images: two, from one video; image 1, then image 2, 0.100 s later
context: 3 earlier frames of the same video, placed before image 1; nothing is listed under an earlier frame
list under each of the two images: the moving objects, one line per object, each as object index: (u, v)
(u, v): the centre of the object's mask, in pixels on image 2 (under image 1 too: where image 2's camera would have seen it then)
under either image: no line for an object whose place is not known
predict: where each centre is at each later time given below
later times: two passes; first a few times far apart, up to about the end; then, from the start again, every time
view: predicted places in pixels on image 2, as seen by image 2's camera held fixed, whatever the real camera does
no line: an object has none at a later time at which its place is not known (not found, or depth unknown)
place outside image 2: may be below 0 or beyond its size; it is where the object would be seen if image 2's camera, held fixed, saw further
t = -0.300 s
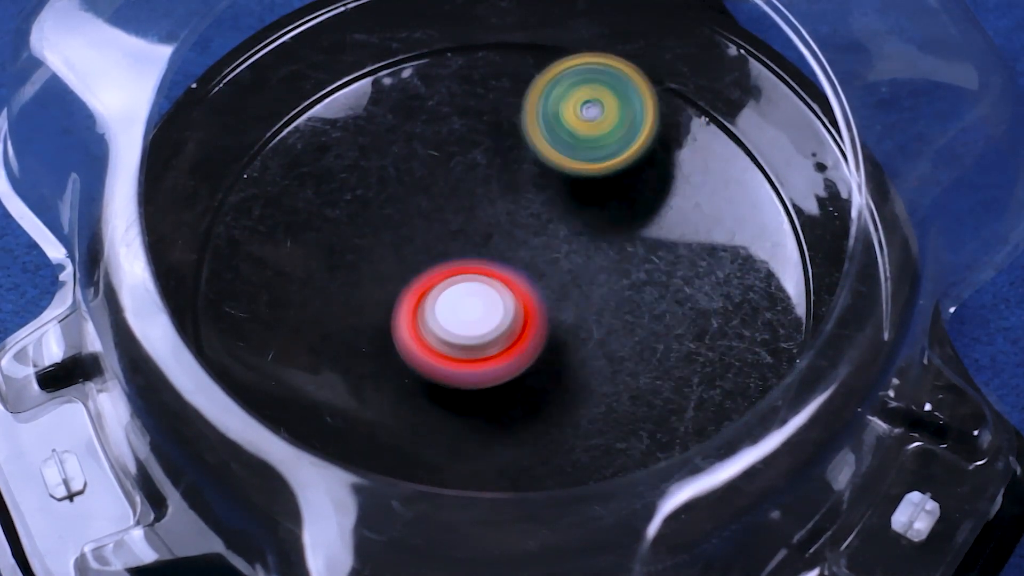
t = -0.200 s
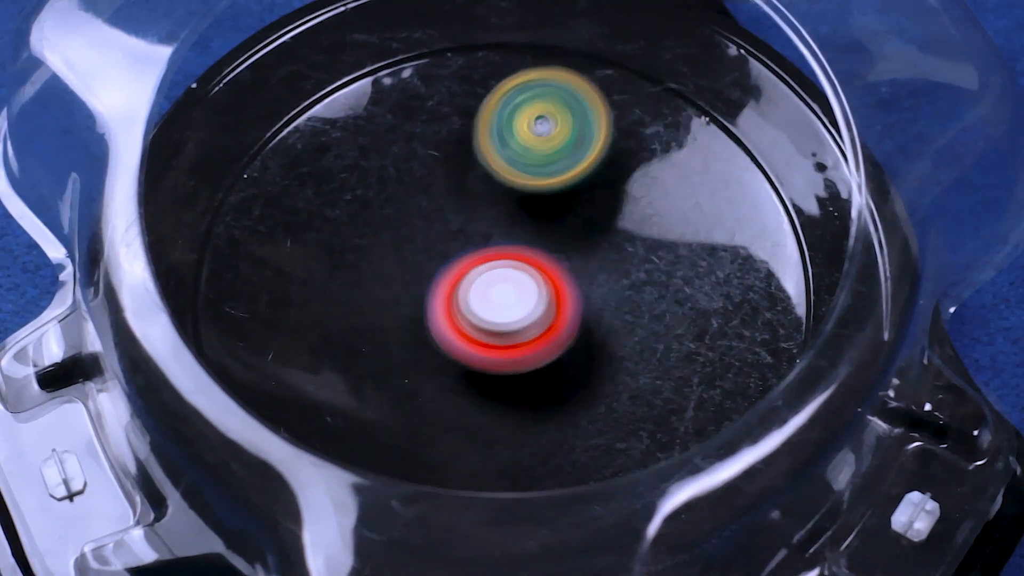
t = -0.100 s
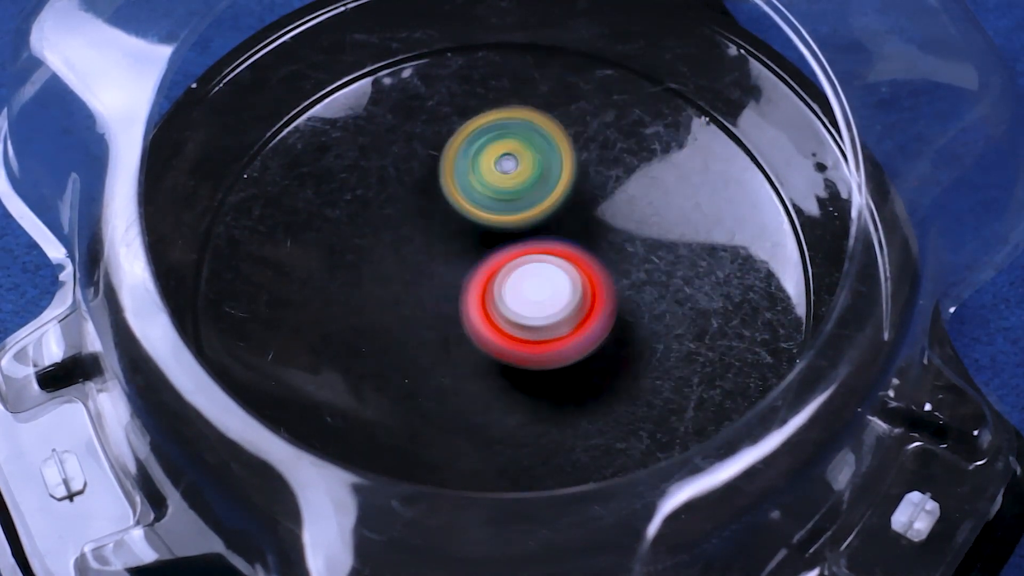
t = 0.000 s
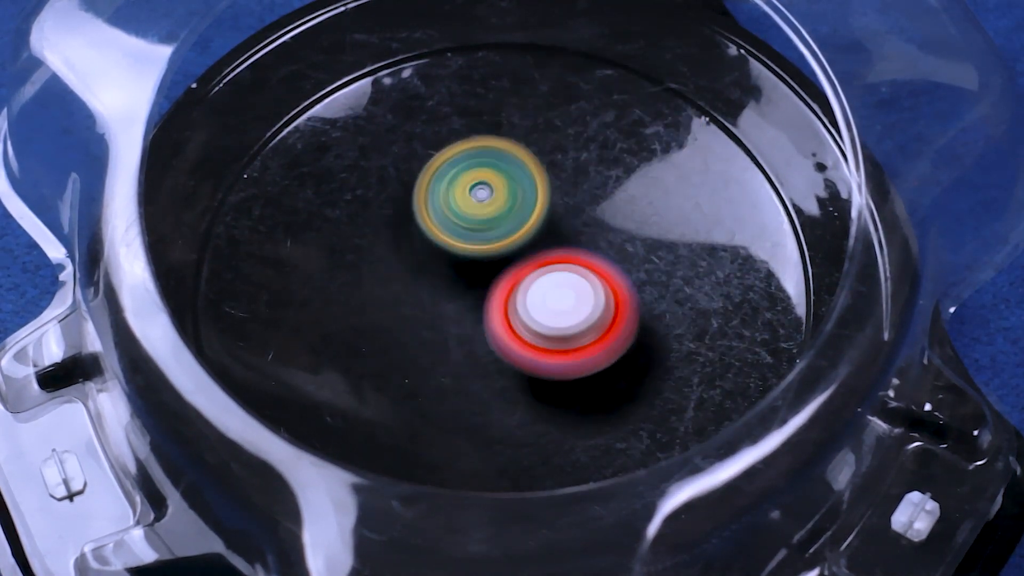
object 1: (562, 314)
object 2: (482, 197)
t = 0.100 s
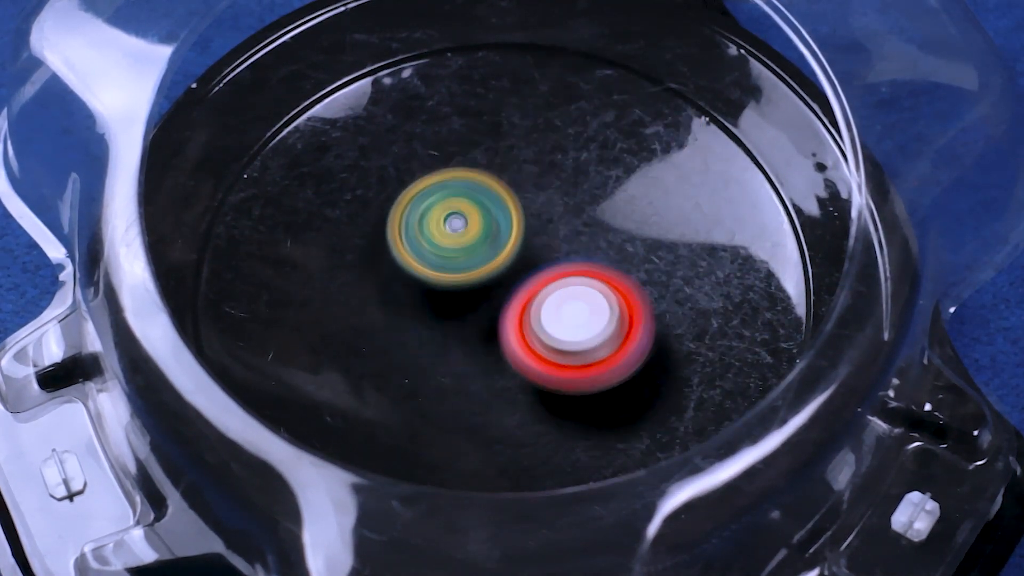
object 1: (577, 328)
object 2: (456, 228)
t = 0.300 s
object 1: (574, 347)
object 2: (431, 296)
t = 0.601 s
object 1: (531, 327)
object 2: (394, 375)
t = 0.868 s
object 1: (526, 250)
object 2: (448, 356)
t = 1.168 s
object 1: (587, 220)
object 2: (449, 314)
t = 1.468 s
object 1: (601, 232)
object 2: (364, 359)
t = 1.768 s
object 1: (540, 262)
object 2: (414, 398)
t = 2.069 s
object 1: (540, 238)
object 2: (450, 337)
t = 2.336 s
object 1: (524, 237)
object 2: (439, 360)
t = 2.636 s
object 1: (516, 214)
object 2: (449, 430)
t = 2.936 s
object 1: (506, 277)
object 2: (504, 392)
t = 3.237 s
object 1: (504, 270)
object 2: (537, 403)
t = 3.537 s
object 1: (497, 245)
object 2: (567, 414)
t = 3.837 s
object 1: (507, 237)
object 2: (540, 407)
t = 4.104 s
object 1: (509, 250)
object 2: (527, 396)
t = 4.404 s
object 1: (506, 233)
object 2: (499, 425)
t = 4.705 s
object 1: (520, 252)
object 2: (488, 374)
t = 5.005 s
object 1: (531, 182)
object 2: (474, 468)
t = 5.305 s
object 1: (547, 195)
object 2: (484, 460)
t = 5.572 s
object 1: (548, 224)
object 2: (504, 372)
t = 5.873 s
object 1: (535, 190)
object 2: (537, 415)
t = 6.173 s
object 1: (530, 246)
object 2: (565, 370)
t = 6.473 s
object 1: (498, 249)
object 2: (601, 386)
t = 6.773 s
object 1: (477, 263)
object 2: (589, 369)
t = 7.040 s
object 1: (463, 268)
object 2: (585, 352)
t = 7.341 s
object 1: (443, 265)
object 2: (613, 353)
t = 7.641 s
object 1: (427, 254)
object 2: (621, 355)
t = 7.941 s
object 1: (430, 258)
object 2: (629, 347)
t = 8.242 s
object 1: (442, 272)
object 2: (587, 302)
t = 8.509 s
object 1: (442, 291)
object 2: (603, 252)
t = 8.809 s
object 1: (472, 288)
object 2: (618, 235)
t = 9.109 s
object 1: (416, 308)
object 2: (693, 219)
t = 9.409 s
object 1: (436, 298)
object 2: (609, 236)
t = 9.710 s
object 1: (453, 301)
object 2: (520, 166)
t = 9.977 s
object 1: (466, 293)
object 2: (507, 141)
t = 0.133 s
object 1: (579, 332)
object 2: (449, 240)
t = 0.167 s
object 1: (580, 337)
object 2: (442, 252)
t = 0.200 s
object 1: (581, 340)
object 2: (439, 264)
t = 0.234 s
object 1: (579, 342)
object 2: (436, 277)
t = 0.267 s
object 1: (576, 344)
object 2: (435, 288)
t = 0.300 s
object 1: (574, 347)
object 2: (431, 296)
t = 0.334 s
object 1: (580, 349)
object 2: (409, 302)
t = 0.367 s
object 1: (582, 350)
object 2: (396, 310)
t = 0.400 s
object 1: (580, 348)
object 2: (389, 318)
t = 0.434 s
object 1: (574, 345)
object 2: (387, 327)
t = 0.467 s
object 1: (566, 341)
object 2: (387, 338)
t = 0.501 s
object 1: (556, 337)
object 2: (387, 349)
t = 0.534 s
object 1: (547, 335)
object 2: (387, 361)
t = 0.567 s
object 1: (539, 332)
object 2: (389, 370)
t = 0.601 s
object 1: (531, 327)
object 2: (394, 375)
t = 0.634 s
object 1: (528, 322)
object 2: (399, 379)
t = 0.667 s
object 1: (526, 313)
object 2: (405, 380)
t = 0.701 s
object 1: (524, 304)
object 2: (414, 380)
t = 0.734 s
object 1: (523, 293)
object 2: (420, 378)
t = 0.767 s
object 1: (522, 281)
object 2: (429, 375)
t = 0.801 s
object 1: (521, 270)
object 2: (438, 369)
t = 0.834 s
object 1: (523, 261)
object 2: (444, 362)
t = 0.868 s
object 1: (526, 250)
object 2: (448, 356)
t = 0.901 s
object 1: (530, 241)
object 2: (451, 350)
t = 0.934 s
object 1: (535, 232)
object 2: (453, 344)
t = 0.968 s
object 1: (539, 226)
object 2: (455, 338)
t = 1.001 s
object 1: (545, 223)
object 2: (458, 331)
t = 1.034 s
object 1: (553, 222)
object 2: (460, 325)
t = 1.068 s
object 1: (561, 223)
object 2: (460, 318)
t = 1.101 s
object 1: (568, 225)
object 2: (462, 311)
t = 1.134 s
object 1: (579, 222)
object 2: (453, 313)
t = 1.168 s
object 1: (587, 220)
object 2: (449, 314)
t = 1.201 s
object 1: (591, 221)
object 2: (448, 314)
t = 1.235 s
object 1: (592, 225)
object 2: (447, 314)
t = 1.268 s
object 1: (591, 231)
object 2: (447, 313)
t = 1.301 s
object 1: (587, 238)
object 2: (449, 312)
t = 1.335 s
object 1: (580, 245)
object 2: (450, 310)
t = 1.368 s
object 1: (587, 241)
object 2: (424, 320)
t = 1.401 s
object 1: (599, 233)
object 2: (391, 338)
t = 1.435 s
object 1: (603, 231)
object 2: (372, 349)
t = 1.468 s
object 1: (601, 232)
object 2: (364, 359)
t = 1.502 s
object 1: (596, 237)
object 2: (361, 368)
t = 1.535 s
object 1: (590, 242)
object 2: (360, 374)
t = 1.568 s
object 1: (585, 248)
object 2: (364, 381)
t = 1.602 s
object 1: (578, 253)
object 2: (371, 390)
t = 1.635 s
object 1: (571, 257)
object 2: (377, 397)
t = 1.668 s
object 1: (563, 261)
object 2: (384, 401)
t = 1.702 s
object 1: (554, 263)
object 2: (394, 403)
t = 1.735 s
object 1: (546, 263)
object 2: (404, 402)
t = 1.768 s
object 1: (540, 262)
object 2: (414, 398)
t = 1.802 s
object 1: (535, 259)
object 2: (423, 391)
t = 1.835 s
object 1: (532, 257)
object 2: (433, 382)
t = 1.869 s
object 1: (531, 255)
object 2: (441, 374)
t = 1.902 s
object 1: (530, 253)
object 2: (447, 364)
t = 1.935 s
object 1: (531, 251)
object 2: (453, 354)
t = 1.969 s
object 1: (532, 247)
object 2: (455, 348)
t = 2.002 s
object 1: (535, 244)
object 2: (453, 343)
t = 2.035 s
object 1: (538, 241)
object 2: (450, 340)
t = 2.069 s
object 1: (540, 238)
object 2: (450, 337)
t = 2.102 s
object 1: (538, 236)
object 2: (450, 334)
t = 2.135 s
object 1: (541, 231)
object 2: (440, 341)
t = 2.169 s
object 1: (543, 228)
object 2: (434, 349)
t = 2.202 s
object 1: (543, 228)
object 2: (432, 354)
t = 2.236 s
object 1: (539, 229)
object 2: (432, 357)
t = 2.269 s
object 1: (534, 231)
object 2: (433, 359)
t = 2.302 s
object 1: (529, 234)
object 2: (436, 360)
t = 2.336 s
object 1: (524, 237)
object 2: (439, 360)
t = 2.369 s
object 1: (521, 240)
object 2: (442, 359)
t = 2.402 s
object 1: (517, 242)
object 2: (446, 356)
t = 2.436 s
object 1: (514, 244)
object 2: (449, 354)
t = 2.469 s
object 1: (519, 229)
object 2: (437, 377)
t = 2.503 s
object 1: (522, 215)
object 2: (432, 398)
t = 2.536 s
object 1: (523, 207)
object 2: (433, 411)
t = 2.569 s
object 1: (522, 204)
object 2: (438, 420)
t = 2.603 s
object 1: (519, 207)
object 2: (443, 425)
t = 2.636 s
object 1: (516, 214)
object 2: (449, 430)
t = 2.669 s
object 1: (512, 222)
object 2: (456, 432)
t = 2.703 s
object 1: (508, 231)
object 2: (463, 433)
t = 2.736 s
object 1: (506, 239)
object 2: (471, 432)
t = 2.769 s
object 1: (503, 247)
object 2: (478, 429)
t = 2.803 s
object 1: (503, 254)
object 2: (485, 425)
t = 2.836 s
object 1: (503, 262)
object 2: (492, 419)
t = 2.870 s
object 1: (504, 270)
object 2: (497, 411)
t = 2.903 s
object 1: (505, 275)
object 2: (502, 400)
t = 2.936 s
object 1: (506, 277)
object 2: (504, 392)
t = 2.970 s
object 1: (505, 270)
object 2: (505, 405)
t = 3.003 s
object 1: (504, 261)
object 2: (507, 415)
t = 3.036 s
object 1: (504, 257)
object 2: (512, 419)
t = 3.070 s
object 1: (504, 256)
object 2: (519, 421)
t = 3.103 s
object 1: (504, 258)
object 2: (525, 420)
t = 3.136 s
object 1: (503, 261)
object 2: (530, 419)
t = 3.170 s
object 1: (503, 264)
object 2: (533, 415)
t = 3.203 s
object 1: (504, 267)
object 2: (536, 409)
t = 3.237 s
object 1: (504, 270)
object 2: (537, 403)
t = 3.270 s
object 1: (505, 272)
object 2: (537, 396)
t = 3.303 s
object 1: (506, 273)
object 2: (536, 390)
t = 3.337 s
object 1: (501, 261)
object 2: (542, 406)
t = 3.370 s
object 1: (496, 249)
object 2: (548, 418)
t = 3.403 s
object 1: (492, 243)
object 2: (554, 420)
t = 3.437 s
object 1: (491, 239)
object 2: (559, 419)
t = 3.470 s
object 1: (493, 240)
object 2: (563, 419)
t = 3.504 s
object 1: (495, 242)
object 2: (565, 417)
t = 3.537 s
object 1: (497, 245)
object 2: (567, 414)
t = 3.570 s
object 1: (500, 248)
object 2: (566, 409)
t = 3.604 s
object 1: (503, 250)
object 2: (565, 404)
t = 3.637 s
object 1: (506, 252)
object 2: (562, 398)
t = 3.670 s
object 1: (509, 255)
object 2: (558, 391)
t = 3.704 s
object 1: (511, 257)
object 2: (554, 384)
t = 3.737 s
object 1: (512, 258)
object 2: (548, 377)
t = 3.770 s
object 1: (511, 254)
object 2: (546, 382)
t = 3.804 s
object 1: (508, 242)
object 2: (543, 399)
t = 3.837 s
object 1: (507, 237)
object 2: (540, 407)
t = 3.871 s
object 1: (507, 237)
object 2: (540, 411)
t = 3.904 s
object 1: (506, 239)
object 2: (541, 412)
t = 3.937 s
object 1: (505, 240)
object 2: (541, 412)
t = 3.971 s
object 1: (506, 242)
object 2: (540, 411)
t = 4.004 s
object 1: (507, 244)
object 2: (538, 410)
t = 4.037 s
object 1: (508, 246)
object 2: (535, 406)
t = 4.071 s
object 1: (508, 248)
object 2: (531, 401)
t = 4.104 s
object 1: (509, 250)
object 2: (527, 396)
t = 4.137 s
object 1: (508, 253)
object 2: (522, 389)
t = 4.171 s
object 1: (508, 255)
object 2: (516, 383)
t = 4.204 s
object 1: (507, 254)
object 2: (508, 383)
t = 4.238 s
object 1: (507, 239)
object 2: (502, 405)
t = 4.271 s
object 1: (506, 231)
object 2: (498, 417)
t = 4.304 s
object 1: (505, 228)
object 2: (499, 422)
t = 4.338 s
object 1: (504, 227)
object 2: (499, 425)
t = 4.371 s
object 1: (505, 230)
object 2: (499, 426)
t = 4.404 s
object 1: (506, 233)
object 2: (499, 425)
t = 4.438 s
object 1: (508, 236)
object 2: (499, 424)
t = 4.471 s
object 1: (511, 239)
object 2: (498, 420)
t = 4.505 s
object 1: (513, 242)
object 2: (497, 415)
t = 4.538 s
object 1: (515, 244)
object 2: (496, 409)
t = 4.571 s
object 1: (516, 247)
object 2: (494, 402)
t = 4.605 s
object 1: (517, 249)
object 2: (493, 393)
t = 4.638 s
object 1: (518, 251)
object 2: (492, 385)
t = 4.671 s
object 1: (519, 254)
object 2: (491, 376)
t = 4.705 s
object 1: (520, 252)
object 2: (488, 374)
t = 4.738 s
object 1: (522, 247)
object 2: (487, 384)
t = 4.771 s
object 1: (522, 247)
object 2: (486, 384)
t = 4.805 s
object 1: (521, 248)
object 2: (488, 381)
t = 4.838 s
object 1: (520, 250)
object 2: (490, 377)
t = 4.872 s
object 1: (520, 251)
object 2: (492, 372)
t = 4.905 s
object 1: (523, 234)
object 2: (483, 401)
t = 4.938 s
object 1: (528, 208)
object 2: (475, 433)
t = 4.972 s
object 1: (530, 191)
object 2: (473, 456)
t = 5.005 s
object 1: (531, 182)
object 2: (474, 468)
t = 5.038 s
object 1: (533, 180)
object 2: (476, 473)
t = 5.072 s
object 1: (535, 181)
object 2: (479, 476)
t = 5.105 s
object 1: (537, 182)
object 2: (482, 477)
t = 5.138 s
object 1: (539, 184)
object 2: (483, 477)
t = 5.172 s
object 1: (541, 186)
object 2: (484, 476)
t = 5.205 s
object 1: (542, 188)
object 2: (484, 475)
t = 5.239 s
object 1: (544, 190)
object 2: (483, 472)
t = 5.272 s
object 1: (546, 192)
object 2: (483, 467)
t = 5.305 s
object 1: (547, 195)
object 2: (484, 460)
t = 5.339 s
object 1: (548, 198)
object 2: (484, 451)
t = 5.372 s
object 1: (549, 200)
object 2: (486, 442)
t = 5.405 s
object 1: (550, 204)
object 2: (487, 433)
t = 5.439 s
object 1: (550, 207)
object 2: (489, 423)
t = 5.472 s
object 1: (550, 211)
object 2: (492, 412)
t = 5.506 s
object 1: (549, 215)
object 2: (496, 400)
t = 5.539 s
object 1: (549, 219)
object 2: (499, 387)
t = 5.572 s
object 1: (548, 224)
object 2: (504, 372)
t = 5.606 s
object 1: (547, 228)
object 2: (510, 357)
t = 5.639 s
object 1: (546, 227)
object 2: (510, 354)
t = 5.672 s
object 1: (546, 202)
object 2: (508, 384)
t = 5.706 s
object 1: (544, 184)
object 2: (507, 403)
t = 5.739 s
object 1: (542, 176)
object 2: (508, 411)
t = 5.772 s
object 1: (539, 174)
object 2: (514, 413)
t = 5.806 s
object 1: (536, 178)
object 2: (523, 413)
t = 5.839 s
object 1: (536, 183)
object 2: (530, 415)
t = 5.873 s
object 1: (535, 190)
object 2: (537, 415)
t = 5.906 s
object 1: (536, 197)
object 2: (544, 413)
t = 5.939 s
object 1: (535, 203)
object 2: (551, 411)
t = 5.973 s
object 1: (535, 209)
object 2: (555, 407)
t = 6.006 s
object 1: (535, 216)
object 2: (558, 403)
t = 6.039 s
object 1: (535, 222)
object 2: (561, 398)
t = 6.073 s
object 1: (534, 229)
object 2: (563, 393)
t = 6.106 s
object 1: (533, 235)
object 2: (565, 386)
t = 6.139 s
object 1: (532, 242)
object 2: (566, 378)
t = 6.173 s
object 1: (530, 246)
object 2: (565, 370)
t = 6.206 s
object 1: (527, 248)
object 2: (565, 363)
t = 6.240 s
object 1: (523, 248)
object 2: (566, 366)
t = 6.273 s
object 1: (516, 241)
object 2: (581, 381)
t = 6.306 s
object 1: (508, 235)
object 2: (589, 390)
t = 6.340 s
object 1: (503, 235)
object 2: (592, 391)
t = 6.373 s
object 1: (499, 238)
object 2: (597, 389)
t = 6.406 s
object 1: (497, 240)
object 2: (600, 389)
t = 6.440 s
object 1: (497, 245)
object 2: (601, 388)
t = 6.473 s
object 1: (498, 249)
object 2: (601, 386)
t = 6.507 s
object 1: (499, 254)
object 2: (601, 385)
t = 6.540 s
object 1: (500, 259)
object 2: (598, 381)
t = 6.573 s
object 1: (500, 262)
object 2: (594, 376)
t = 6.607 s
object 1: (501, 266)
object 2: (589, 372)
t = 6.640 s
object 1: (500, 269)
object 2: (585, 368)
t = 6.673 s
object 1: (496, 268)
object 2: (584, 367)
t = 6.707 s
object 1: (487, 264)
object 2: (589, 373)
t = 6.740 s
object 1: (481, 262)
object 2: (589, 372)
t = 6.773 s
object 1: (477, 263)
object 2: (589, 369)
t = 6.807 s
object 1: (475, 265)
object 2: (588, 366)
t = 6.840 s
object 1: (475, 268)
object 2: (585, 363)
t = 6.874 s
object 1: (475, 271)
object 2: (581, 358)
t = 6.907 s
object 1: (474, 272)
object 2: (579, 356)
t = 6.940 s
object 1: (469, 269)
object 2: (584, 358)
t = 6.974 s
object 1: (465, 267)
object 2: (585, 357)
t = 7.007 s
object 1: (462, 267)
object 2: (585, 353)
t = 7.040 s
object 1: (463, 268)
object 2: (585, 352)
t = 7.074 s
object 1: (464, 270)
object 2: (583, 348)
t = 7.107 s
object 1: (464, 272)
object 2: (581, 345)
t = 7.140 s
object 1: (462, 274)
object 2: (581, 343)
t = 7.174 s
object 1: (454, 270)
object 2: (590, 350)
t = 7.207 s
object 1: (446, 266)
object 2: (600, 356)
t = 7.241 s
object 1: (442, 265)
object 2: (605, 354)
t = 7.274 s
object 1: (440, 264)
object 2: (609, 353)
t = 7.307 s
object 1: (442, 264)
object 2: (611, 353)
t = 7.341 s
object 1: (443, 265)
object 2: (613, 353)
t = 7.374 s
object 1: (447, 267)
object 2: (614, 351)
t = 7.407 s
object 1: (449, 267)
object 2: (612, 349)
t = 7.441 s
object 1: (453, 268)
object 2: (607, 348)
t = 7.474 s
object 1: (455, 269)
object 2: (603, 346)
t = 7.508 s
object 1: (458, 271)
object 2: (598, 342)
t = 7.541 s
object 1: (460, 271)
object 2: (590, 338)
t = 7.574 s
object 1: (462, 272)
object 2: (584, 336)
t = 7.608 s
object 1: (446, 262)
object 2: (602, 345)
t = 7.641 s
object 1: (427, 254)
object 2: (621, 355)
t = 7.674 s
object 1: (417, 250)
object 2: (632, 358)
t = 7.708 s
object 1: (414, 249)
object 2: (636, 357)
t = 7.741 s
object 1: (413, 248)
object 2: (640, 356)
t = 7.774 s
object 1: (415, 249)
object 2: (643, 356)
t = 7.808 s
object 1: (417, 251)
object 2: (644, 355)
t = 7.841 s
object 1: (420, 253)
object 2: (643, 353)
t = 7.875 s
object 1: (424, 254)
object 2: (639, 353)
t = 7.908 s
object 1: (427, 256)
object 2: (635, 351)
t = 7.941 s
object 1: (430, 258)
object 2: (629, 347)
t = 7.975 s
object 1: (435, 259)
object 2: (622, 343)
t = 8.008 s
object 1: (438, 261)
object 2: (616, 340)
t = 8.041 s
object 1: (441, 263)
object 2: (609, 336)
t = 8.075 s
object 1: (446, 265)
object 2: (600, 331)
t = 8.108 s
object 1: (449, 268)
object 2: (593, 325)
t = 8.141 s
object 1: (451, 270)
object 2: (585, 318)
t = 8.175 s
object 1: (451, 271)
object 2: (584, 313)
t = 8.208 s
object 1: (446, 271)
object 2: (589, 308)
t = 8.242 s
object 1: (442, 272)
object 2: (587, 302)
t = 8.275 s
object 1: (443, 274)
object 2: (584, 293)
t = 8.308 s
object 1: (443, 277)
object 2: (585, 286)
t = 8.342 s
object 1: (440, 279)
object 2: (589, 281)
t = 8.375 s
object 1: (441, 282)
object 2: (587, 275)
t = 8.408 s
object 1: (443, 285)
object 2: (588, 268)
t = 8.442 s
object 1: (445, 286)
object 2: (592, 262)
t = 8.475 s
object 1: (443, 288)
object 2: (599, 257)
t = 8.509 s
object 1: (442, 291)
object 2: (603, 252)
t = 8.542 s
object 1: (445, 292)
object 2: (607, 246)
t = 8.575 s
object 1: (449, 293)
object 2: (610, 241)
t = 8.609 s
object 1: (451, 293)
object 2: (614, 239)
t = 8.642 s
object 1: (456, 293)
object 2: (618, 236)
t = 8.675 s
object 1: (461, 292)
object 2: (620, 234)
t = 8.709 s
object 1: (463, 290)
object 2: (621, 234)
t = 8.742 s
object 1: (467, 290)
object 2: (622, 233)
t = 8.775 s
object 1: (469, 290)
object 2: (620, 233)
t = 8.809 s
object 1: (472, 288)
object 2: (618, 235)
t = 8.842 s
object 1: (474, 289)
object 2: (615, 236)
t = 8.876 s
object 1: (451, 297)
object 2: (643, 231)
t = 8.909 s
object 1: (429, 305)
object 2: (672, 225)
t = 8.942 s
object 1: (417, 311)
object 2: (685, 221)
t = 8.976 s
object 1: (414, 313)
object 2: (688, 221)
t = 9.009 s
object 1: (413, 314)
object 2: (691, 219)
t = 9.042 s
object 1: (414, 311)
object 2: (692, 216)
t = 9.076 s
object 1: (415, 310)
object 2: (694, 218)
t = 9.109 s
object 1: (416, 308)
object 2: (693, 219)
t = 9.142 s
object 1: (419, 307)
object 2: (690, 222)
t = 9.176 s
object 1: (421, 306)
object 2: (687, 224)
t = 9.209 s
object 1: (423, 303)
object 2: (680, 227)
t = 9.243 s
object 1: (425, 302)
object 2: (672, 230)
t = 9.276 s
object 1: (426, 300)
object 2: (664, 233)
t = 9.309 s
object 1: (429, 300)
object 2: (651, 235)
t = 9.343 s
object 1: (430, 299)
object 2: (639, 237)
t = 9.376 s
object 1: (434, 298)
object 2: (624, 237)
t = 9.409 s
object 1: (436, 298)
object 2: (609, 236)
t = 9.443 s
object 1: (440, 297)
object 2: (595, 233)
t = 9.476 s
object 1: (442, 297)
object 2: (578, 227)
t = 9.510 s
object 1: (444, 296)
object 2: (564, 222)
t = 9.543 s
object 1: (441, 301)
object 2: (559, 212)
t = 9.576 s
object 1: (441, 305)
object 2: (550, 205)
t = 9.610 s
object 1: (446, 304)
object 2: (540, 195)
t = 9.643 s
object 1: (448, 303)
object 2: (532, 183)
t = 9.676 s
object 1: (451, 302)
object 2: (528, 175)
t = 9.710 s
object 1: (453, 301)
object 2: (520, 166)
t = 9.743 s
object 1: (455, 300)
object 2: (516, 159)
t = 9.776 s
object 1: (457, 299)
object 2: (514, 151)
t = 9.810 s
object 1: (458, 298)
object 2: (511, 148)
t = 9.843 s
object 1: (460, 298)
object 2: (509, 144)
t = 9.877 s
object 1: (461, 297)
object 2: (506, 140)
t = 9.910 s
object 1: (463, 296)
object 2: (507, 139)
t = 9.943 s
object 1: (464, 295)
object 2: (507, 138)
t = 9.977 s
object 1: (466, 293)
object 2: (507, 141)
